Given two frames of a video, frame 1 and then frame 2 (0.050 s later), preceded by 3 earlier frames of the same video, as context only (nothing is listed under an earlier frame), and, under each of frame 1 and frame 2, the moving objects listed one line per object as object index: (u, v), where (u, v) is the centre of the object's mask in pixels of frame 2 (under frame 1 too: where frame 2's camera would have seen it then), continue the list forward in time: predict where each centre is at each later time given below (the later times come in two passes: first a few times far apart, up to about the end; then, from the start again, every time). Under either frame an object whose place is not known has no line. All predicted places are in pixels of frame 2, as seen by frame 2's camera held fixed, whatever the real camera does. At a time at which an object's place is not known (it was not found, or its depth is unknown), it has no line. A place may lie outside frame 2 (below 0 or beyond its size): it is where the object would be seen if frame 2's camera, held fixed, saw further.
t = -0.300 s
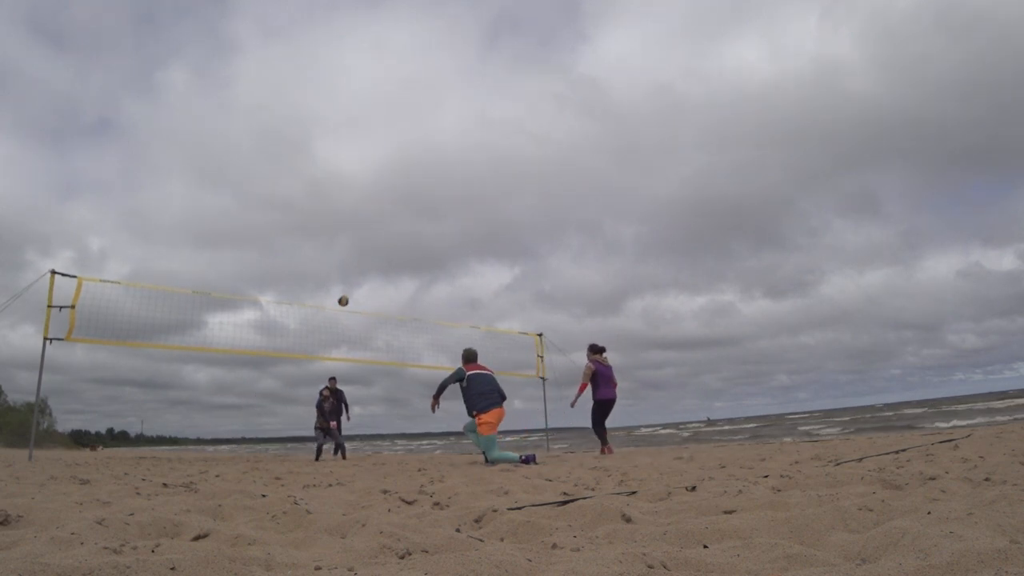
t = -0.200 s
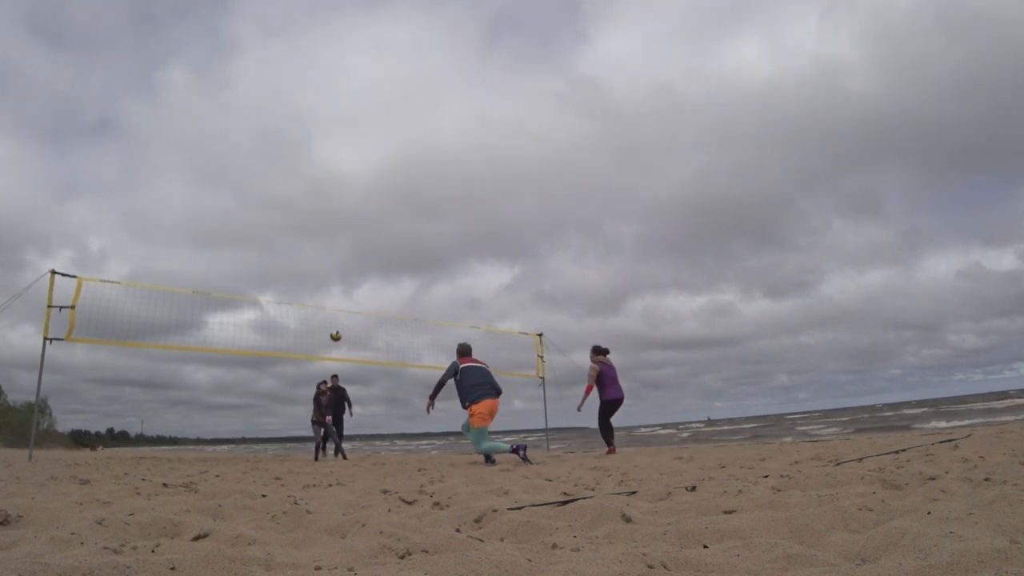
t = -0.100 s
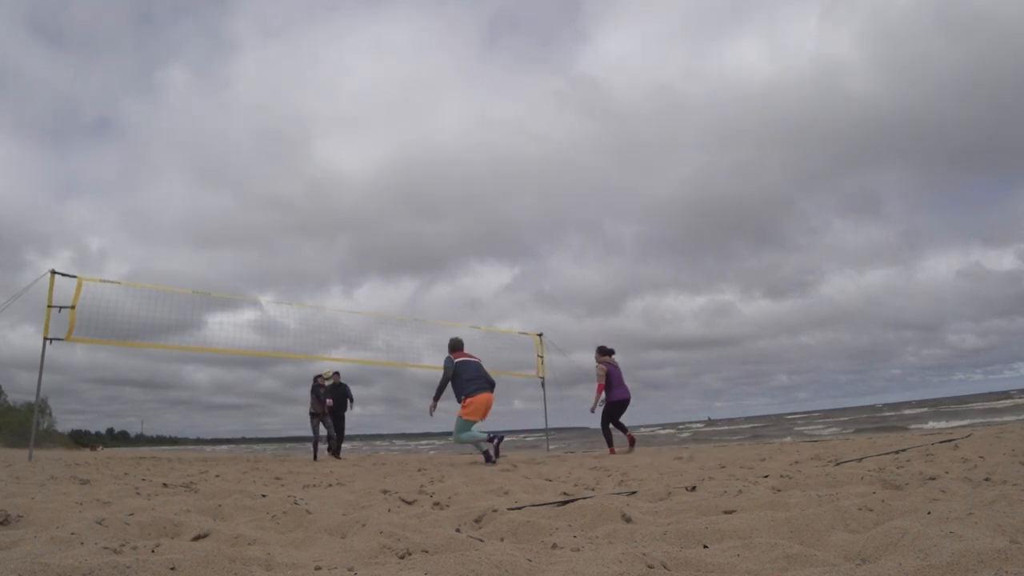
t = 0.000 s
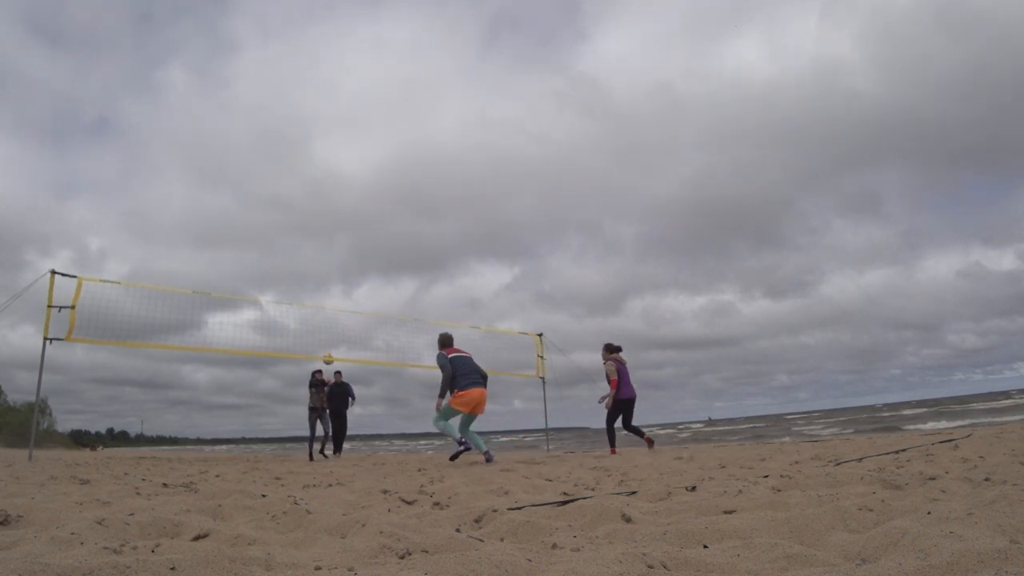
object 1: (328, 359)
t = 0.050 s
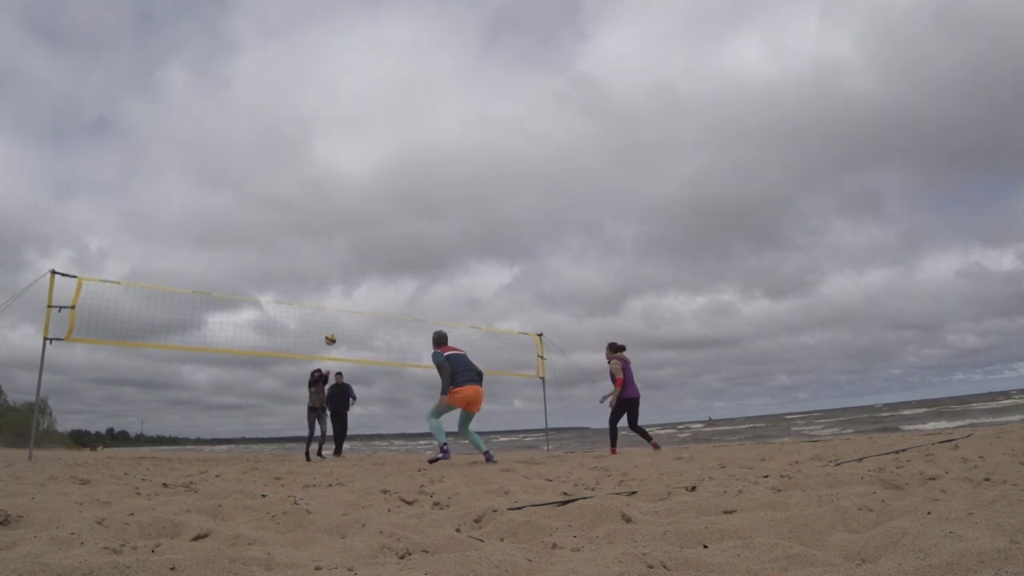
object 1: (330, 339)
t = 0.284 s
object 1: (339, 263)
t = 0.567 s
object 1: (349, 204)
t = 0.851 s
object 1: (359, 184)
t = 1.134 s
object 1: (367, 208)
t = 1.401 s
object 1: (375, 288)
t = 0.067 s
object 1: (331, 333)
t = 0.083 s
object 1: (331, 327)
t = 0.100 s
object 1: (332, 321)
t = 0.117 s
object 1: (333, 315)
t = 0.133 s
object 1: (334, 309)
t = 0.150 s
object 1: (334, 304)
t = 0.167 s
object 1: (335, 298)
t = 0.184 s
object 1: (335, 293)
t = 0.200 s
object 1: (336, 288)
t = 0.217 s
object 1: (337, 283)
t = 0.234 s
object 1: (337, 278)
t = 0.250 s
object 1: (338, 273)
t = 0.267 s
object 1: (339, 268)
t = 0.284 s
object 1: (339, 263)
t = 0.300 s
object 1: (340, 259)
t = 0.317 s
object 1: (340, 255)
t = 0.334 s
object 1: (341, 250)
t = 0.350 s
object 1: (342, 246)
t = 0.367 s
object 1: (342, 242)
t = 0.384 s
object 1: (343, 238)
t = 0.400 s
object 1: (344, 234)
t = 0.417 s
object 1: (344, 230)
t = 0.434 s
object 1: (345, 227)
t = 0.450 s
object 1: (345, 224)
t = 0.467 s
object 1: (346, 221)
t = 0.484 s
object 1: (346, 218)
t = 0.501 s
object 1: (347, 214)
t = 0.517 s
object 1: (348, 212)
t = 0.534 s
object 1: (348, 209)
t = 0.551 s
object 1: (349, 207)
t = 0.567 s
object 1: (349, 204)
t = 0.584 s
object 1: (350, 202)
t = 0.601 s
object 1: (351, 200)
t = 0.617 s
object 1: (351, 198)
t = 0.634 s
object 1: (352, 196)
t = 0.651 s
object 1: (352, 194)
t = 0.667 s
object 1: (353, 192)
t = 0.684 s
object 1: (353, 191)
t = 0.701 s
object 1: (354, 190)
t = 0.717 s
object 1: (355, 189)
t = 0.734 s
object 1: (355, 188)
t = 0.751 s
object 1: (355, 186)
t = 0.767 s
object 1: (356, 186)
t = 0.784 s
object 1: (357, 185)
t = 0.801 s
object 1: (357, 184)
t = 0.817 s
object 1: (358, 184)
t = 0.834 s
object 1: (358, 184)
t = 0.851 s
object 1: (359, 184)
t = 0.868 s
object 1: (359, 184)
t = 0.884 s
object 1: (360, 184)
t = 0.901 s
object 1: (360, 185)
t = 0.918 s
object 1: (361, 185)
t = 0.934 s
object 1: (361, 186)
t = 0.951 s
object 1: (362, 187)
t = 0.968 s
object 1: (362, 188)
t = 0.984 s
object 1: (363, 189)
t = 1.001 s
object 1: (363, 191)
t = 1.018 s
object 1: (364, 192)
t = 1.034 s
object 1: (364, 194)
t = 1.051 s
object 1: (365, 196)
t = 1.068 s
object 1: (365, 198)
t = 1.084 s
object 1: (366, 200)
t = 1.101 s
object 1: (366, 203)
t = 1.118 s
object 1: (366, 206)
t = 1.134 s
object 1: (367, 208)
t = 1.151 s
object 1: (367, 212)
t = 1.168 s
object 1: (368, 215)
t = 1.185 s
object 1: (368, 219)
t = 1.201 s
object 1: (369, 222)
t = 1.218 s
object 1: (369, 226)
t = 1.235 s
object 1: (370, 231)
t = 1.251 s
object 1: (370, 235)
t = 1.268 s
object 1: (371, 240)
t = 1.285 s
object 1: (371, 245)
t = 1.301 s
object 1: (371, 250)
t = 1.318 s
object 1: (372, 256)
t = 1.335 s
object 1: (372, 262)
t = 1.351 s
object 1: (373, 268)
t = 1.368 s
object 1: (373, 274)
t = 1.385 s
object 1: (374, 281)
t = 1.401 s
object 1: (375, 288)
